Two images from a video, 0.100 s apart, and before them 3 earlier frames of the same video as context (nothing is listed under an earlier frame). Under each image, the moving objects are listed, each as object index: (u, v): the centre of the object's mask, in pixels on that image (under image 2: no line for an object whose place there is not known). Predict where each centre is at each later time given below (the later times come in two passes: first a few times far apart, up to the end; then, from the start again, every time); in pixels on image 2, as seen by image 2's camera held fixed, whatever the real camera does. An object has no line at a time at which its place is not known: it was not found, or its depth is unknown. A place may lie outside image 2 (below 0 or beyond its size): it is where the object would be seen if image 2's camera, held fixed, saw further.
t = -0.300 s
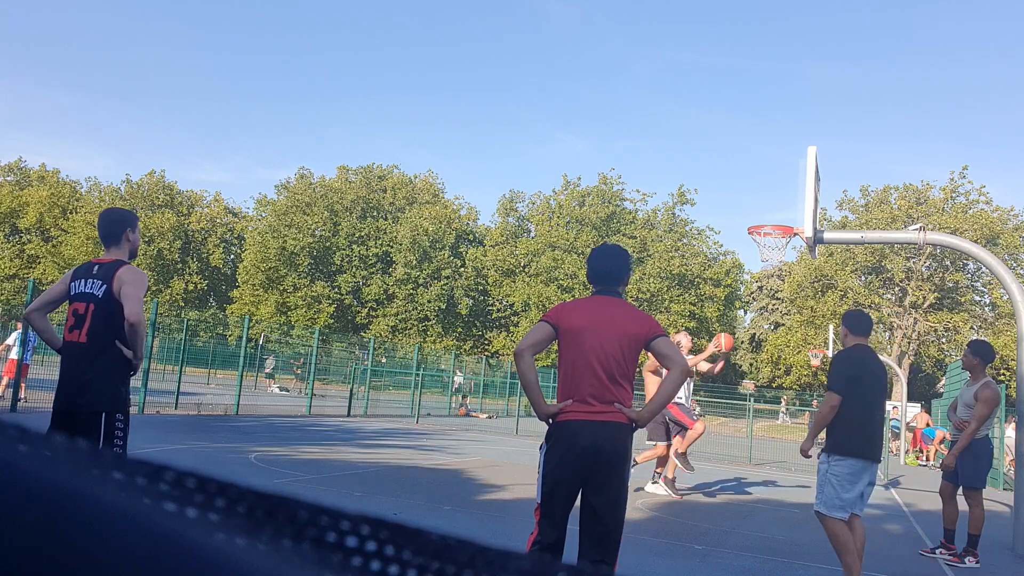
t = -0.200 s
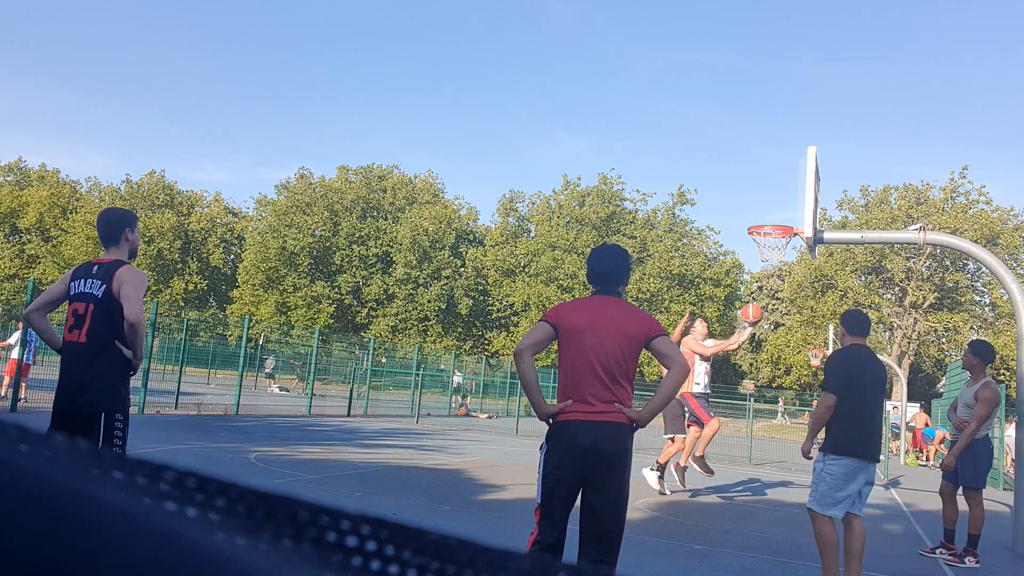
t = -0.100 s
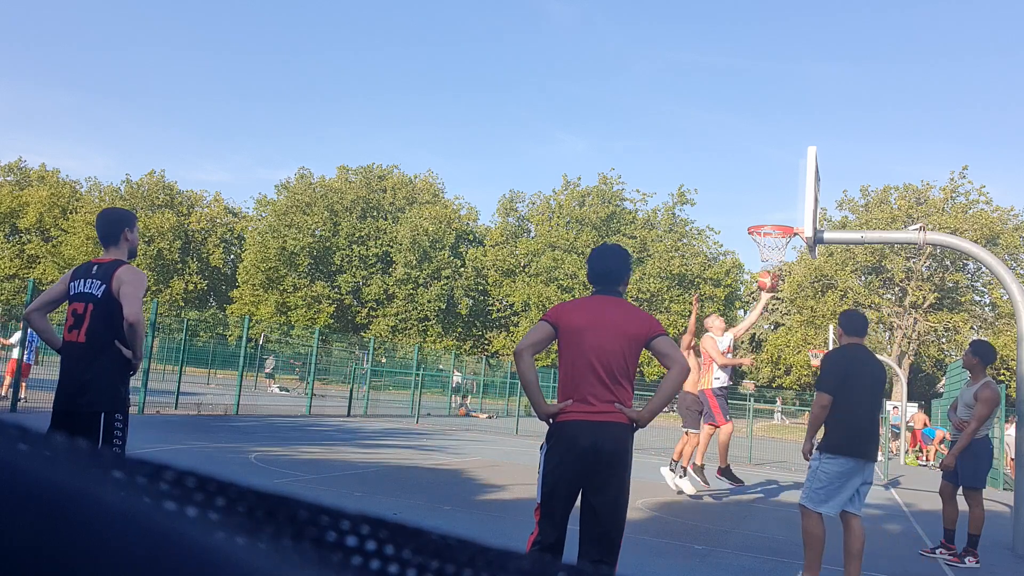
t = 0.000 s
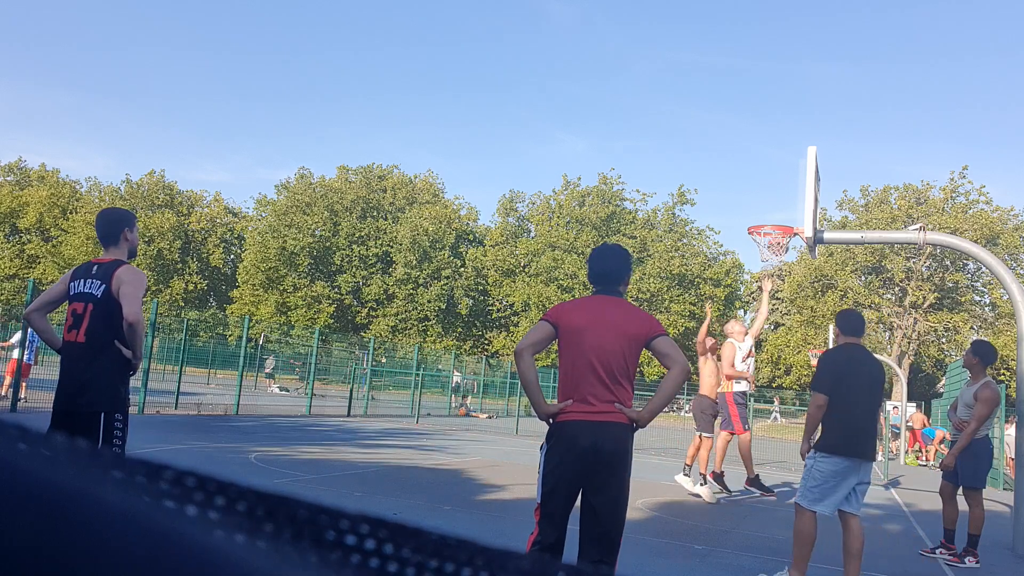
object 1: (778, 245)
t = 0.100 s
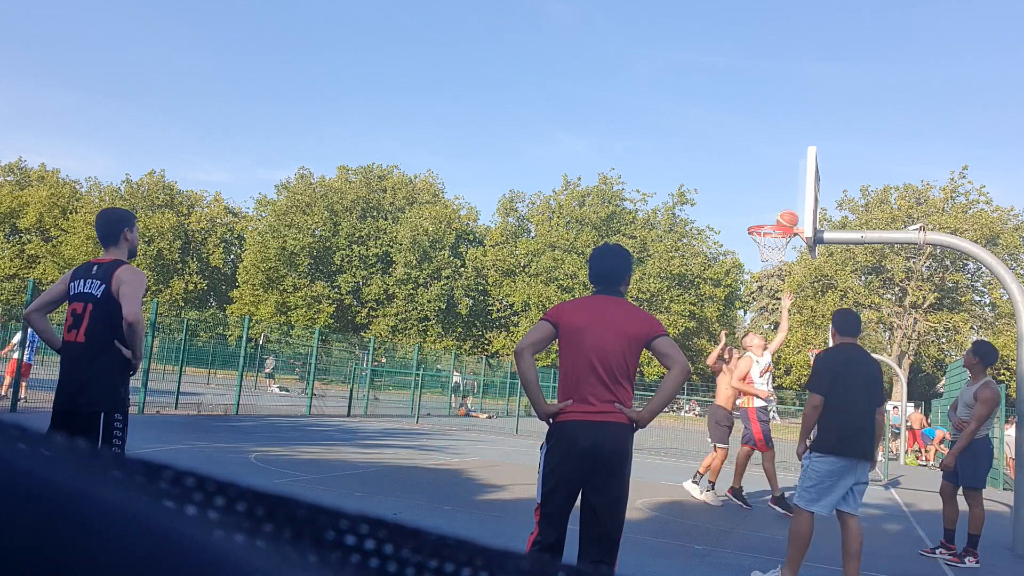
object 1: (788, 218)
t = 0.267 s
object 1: (799, 193)
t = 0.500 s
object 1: (785, 196)
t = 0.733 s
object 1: (766, 241)
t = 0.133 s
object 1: (790, 213)
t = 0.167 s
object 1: (793, 206)
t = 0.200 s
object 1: (795, 201)
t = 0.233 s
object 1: (798, 197)
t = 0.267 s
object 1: (799, 193)
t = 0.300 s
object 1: (797, 191)
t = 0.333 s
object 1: (796, 189)
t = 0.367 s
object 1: (794, 189)
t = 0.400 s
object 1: (792, 189)
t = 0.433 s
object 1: (790, 190)
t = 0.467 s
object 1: (787, 192)
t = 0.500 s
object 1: (785, 196)
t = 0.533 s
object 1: (783, 200)
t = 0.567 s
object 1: (780, 205)
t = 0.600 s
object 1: (777, 212)
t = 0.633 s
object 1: (775, 217)
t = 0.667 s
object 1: (772, 221)
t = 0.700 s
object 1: (770, 238)
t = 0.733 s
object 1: (766, 241)
